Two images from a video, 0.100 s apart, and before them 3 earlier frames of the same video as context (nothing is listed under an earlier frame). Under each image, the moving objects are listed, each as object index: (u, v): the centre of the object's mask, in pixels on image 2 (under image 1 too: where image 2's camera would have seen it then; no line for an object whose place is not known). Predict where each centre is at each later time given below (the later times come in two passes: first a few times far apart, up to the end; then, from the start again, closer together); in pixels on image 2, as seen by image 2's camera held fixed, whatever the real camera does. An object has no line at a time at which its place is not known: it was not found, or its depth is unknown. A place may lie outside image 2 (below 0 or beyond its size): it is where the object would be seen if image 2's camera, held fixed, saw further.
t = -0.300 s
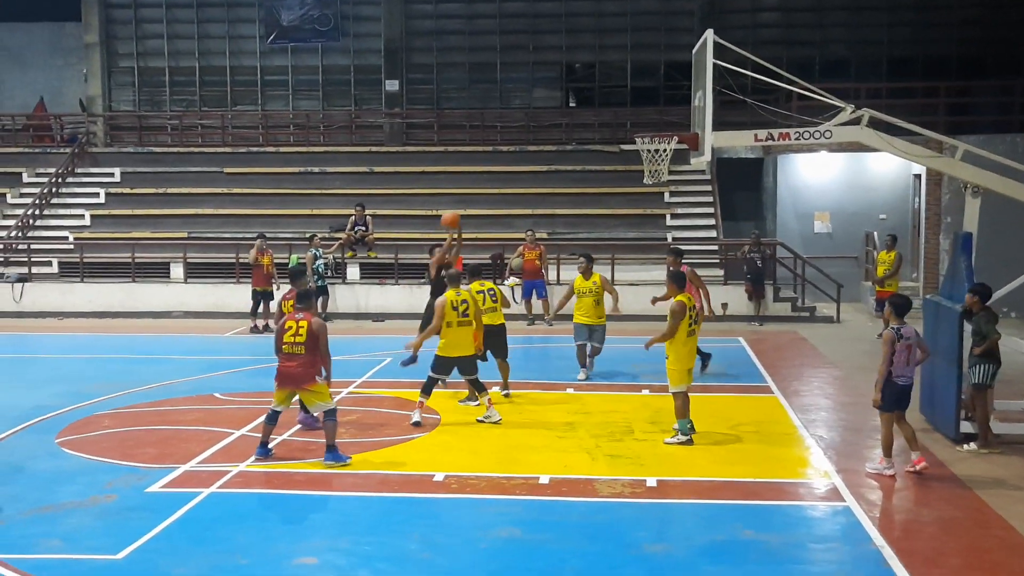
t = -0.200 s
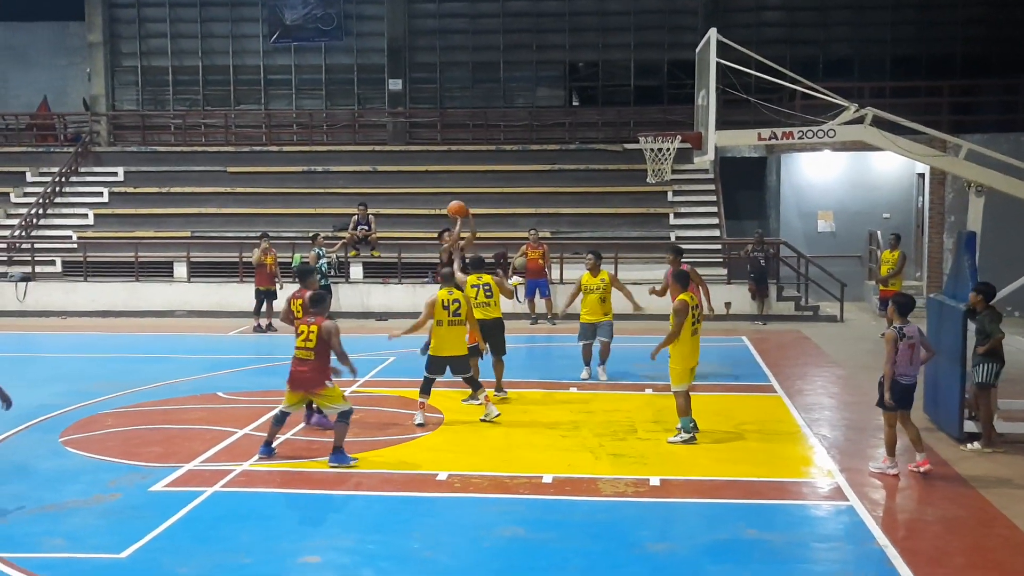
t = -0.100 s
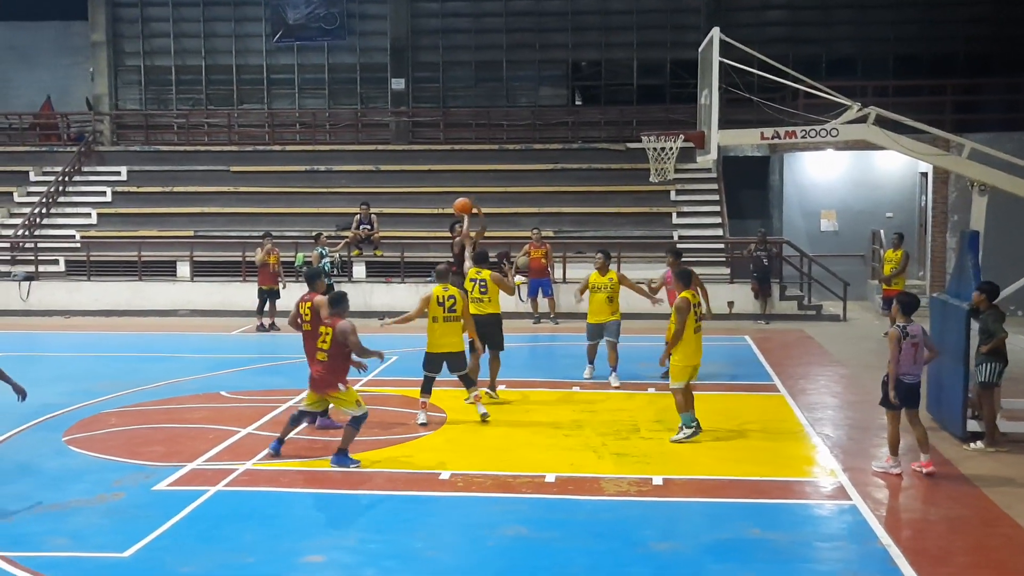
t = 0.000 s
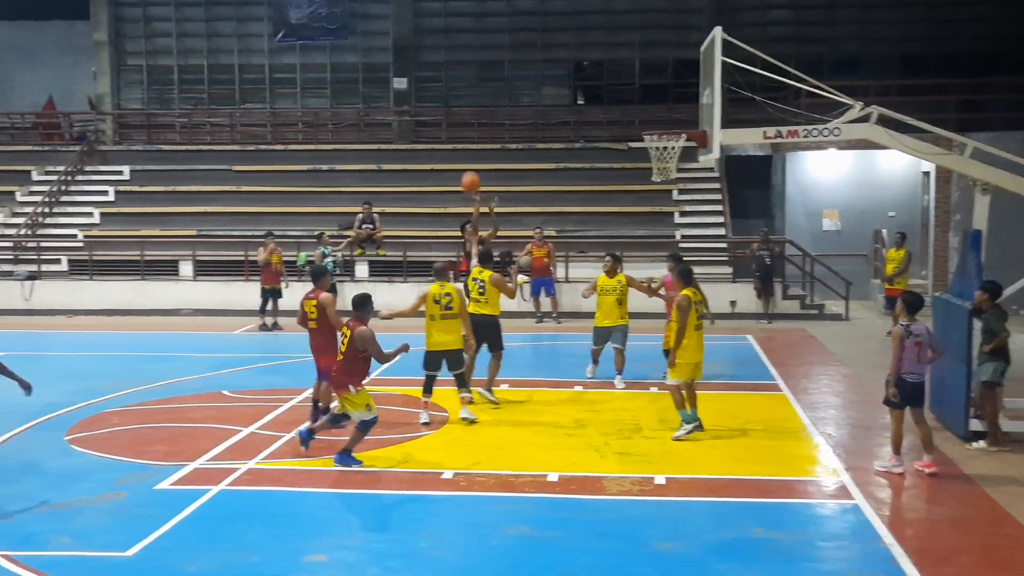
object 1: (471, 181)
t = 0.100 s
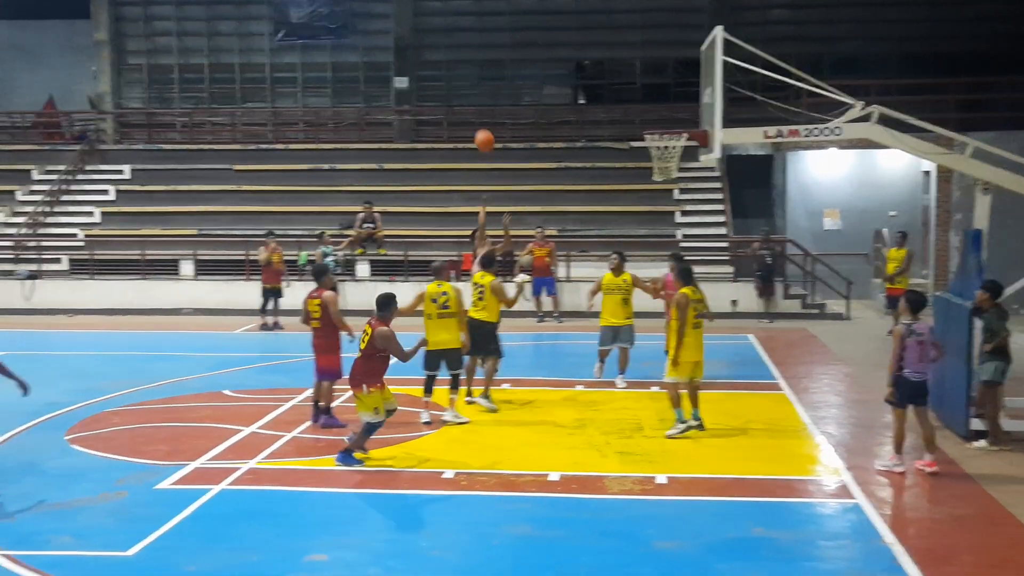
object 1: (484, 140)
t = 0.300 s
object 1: (513, 78)
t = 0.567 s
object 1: (549, 45)
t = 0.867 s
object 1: (596, 84)
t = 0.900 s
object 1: (603, 94)
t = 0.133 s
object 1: (488, 129)
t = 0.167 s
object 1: (493, 116)
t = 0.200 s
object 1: (498, 105)
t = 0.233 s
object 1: (503, 96)
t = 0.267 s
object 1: (508, 86)
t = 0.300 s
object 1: (513, 78)
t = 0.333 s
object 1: (517, 71)
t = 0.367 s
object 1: (522, 65)
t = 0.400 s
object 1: (526, 59)
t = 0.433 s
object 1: (530, 54)
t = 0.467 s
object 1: (535, 51)
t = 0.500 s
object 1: (540, 48)
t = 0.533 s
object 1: (544, 46)
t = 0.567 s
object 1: (549, 45)
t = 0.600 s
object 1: (555, 45)
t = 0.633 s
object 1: (560, 47)
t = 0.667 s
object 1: (565, 49)
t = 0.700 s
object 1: (570, 52)
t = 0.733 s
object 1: (576, 57)
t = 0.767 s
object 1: (581, 62)
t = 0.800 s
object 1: (586, 68)
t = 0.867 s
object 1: (596, 84)
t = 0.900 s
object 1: (603, 94)
